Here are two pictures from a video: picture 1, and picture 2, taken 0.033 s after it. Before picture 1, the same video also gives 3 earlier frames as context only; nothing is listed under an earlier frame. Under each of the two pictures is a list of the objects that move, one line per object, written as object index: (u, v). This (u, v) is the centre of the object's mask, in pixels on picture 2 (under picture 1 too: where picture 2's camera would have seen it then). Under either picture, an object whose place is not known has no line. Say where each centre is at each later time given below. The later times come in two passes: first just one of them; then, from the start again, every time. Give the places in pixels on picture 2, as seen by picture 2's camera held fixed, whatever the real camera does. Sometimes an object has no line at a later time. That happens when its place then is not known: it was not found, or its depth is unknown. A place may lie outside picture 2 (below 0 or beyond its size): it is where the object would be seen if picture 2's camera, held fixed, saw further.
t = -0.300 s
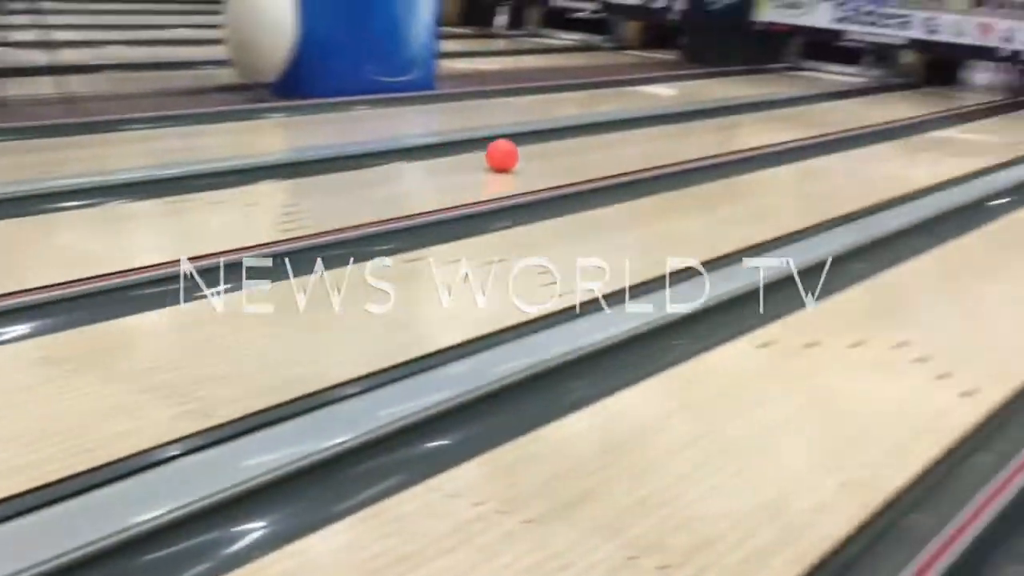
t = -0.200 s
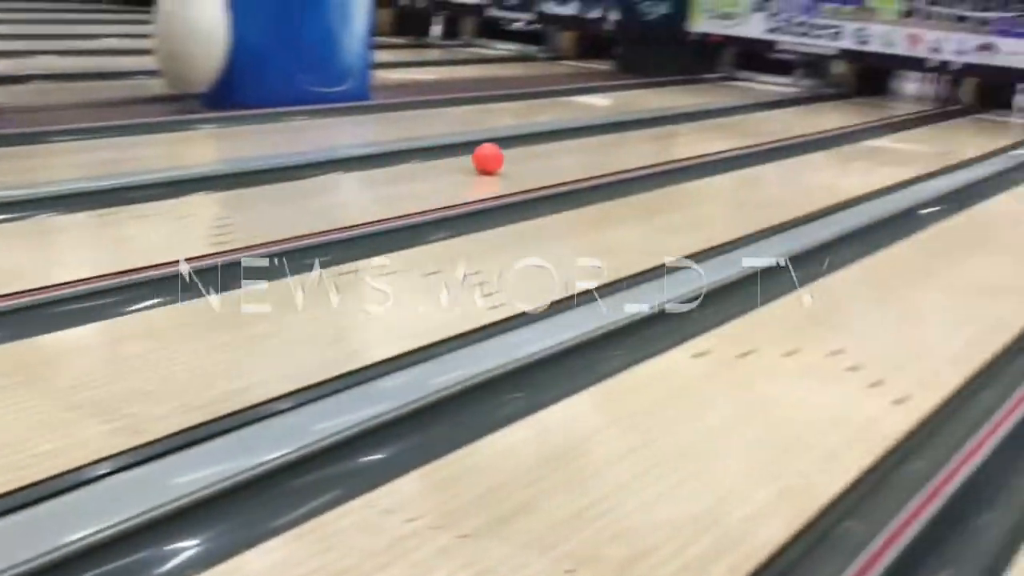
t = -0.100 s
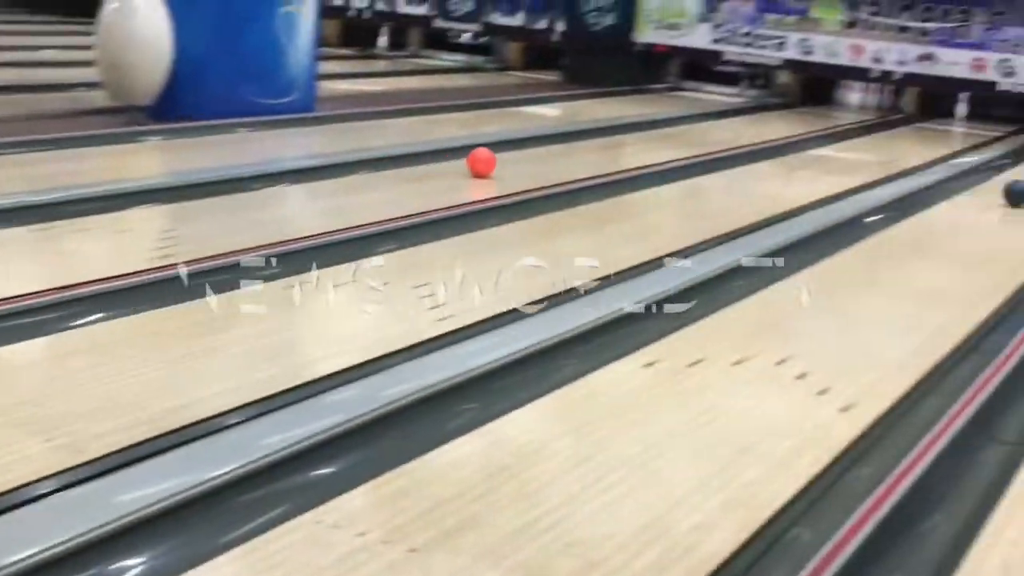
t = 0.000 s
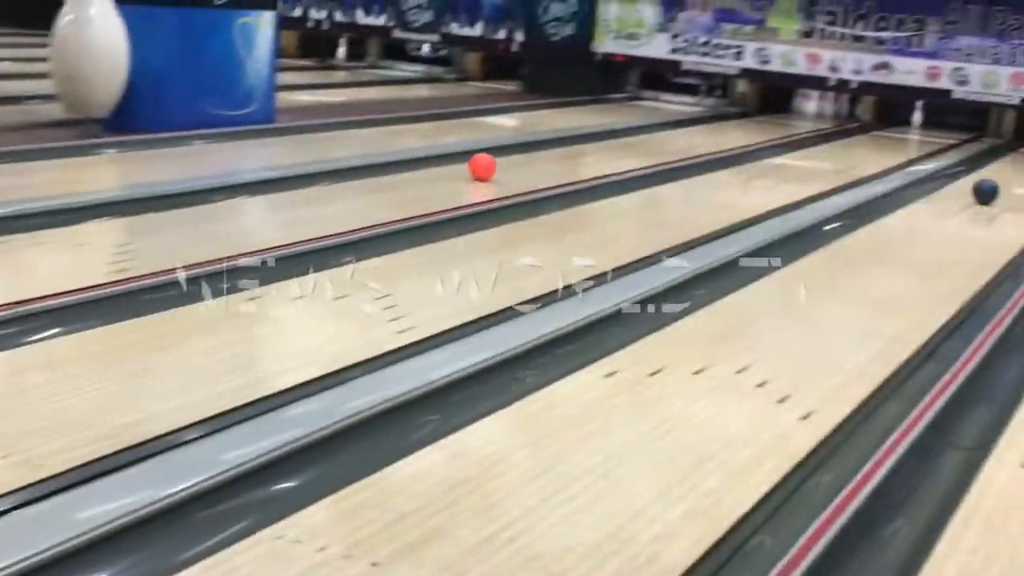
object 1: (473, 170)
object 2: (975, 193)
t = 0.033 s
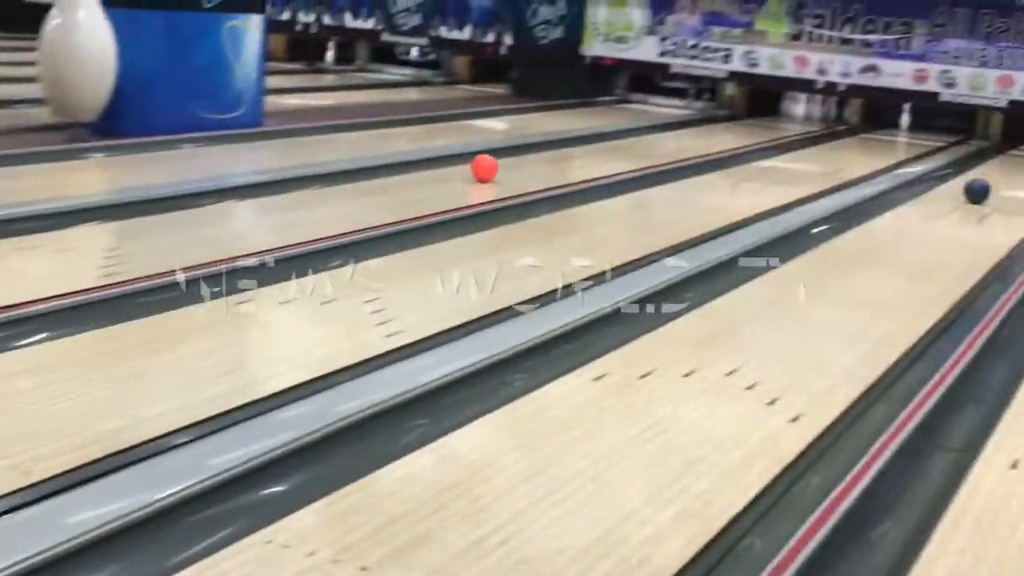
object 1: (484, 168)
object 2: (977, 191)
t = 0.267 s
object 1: (555, 158)
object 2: (993, 177)
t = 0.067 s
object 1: (496, 167)
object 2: (980, 189)
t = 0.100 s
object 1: (507, 166)
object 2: (983, 187)
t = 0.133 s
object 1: (517, 163)
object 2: (986, 184)
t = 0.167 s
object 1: (526, 162)
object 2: (987, 182)
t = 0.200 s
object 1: (536, 161)
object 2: (989, 181)
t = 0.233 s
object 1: (546, 159)
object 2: (992, 178)
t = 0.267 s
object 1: (555, 158)
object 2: (993, 177)
